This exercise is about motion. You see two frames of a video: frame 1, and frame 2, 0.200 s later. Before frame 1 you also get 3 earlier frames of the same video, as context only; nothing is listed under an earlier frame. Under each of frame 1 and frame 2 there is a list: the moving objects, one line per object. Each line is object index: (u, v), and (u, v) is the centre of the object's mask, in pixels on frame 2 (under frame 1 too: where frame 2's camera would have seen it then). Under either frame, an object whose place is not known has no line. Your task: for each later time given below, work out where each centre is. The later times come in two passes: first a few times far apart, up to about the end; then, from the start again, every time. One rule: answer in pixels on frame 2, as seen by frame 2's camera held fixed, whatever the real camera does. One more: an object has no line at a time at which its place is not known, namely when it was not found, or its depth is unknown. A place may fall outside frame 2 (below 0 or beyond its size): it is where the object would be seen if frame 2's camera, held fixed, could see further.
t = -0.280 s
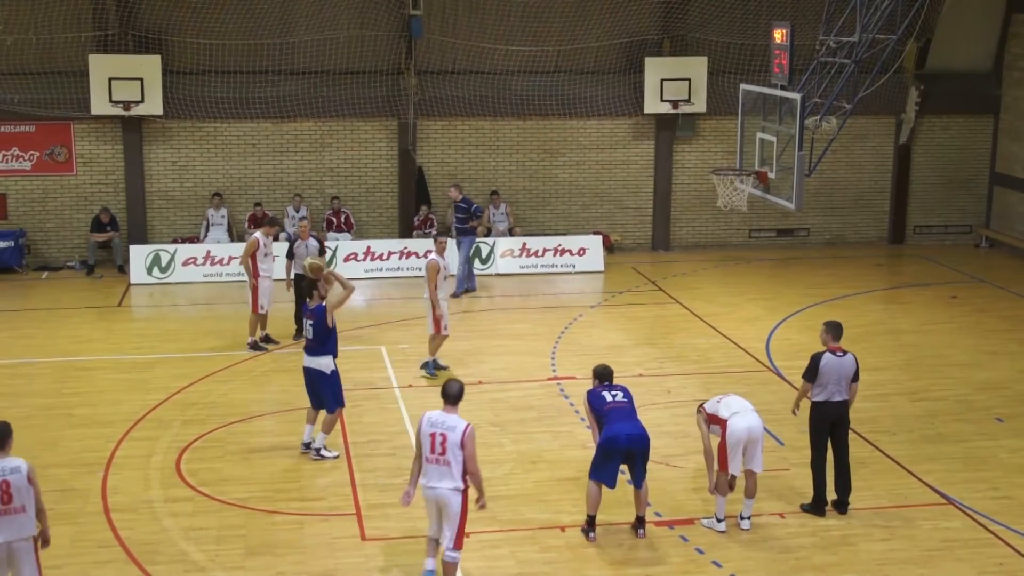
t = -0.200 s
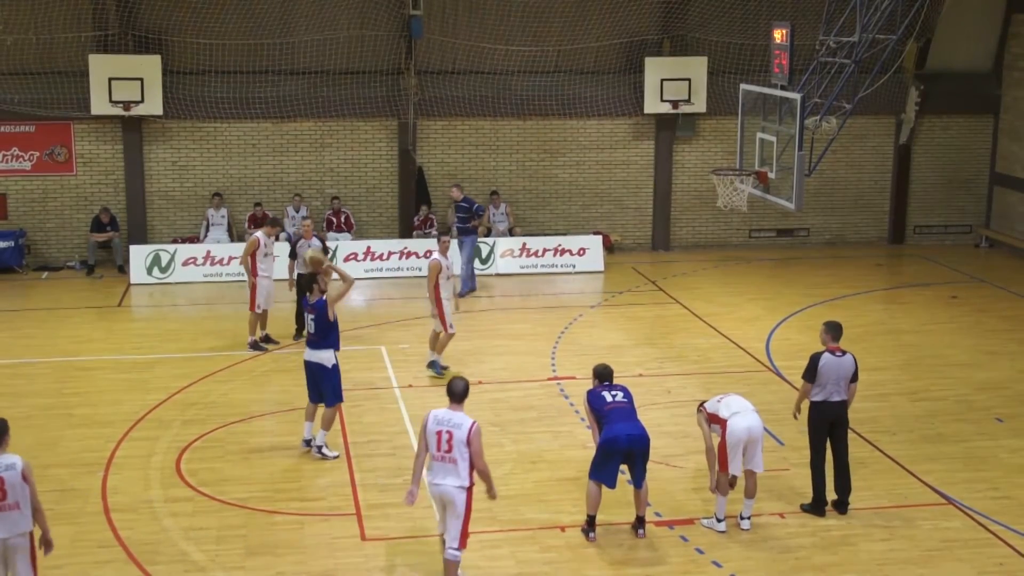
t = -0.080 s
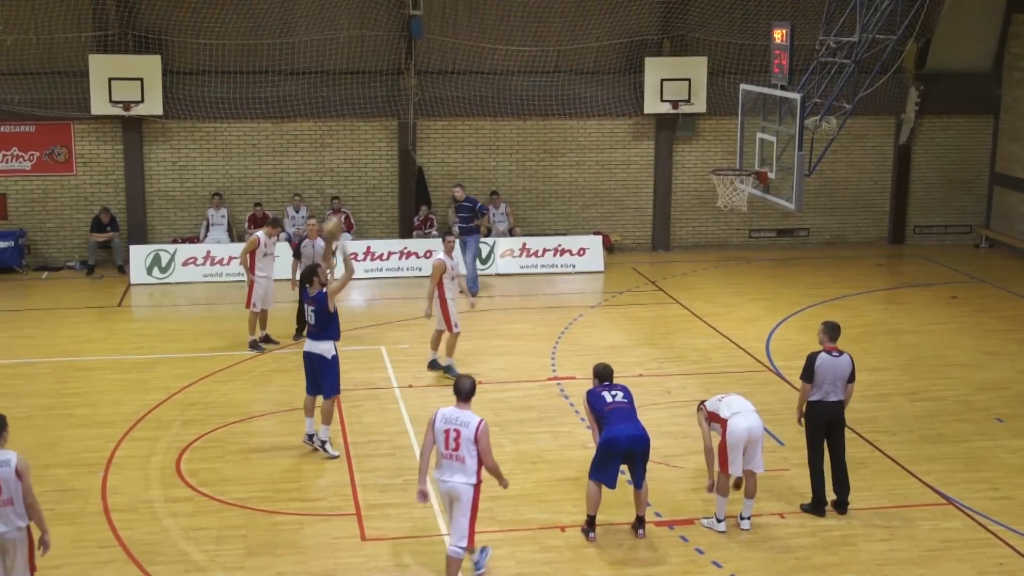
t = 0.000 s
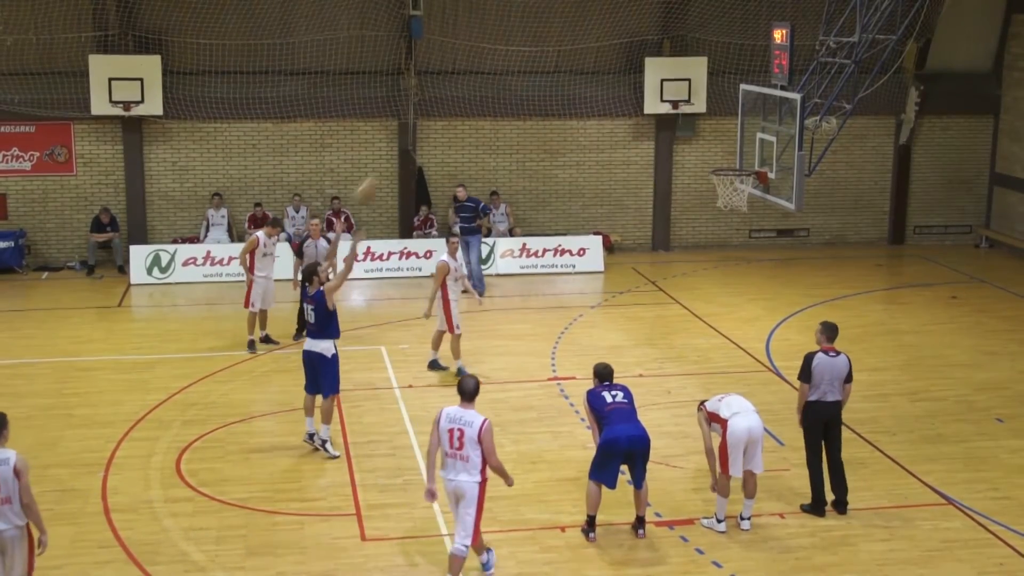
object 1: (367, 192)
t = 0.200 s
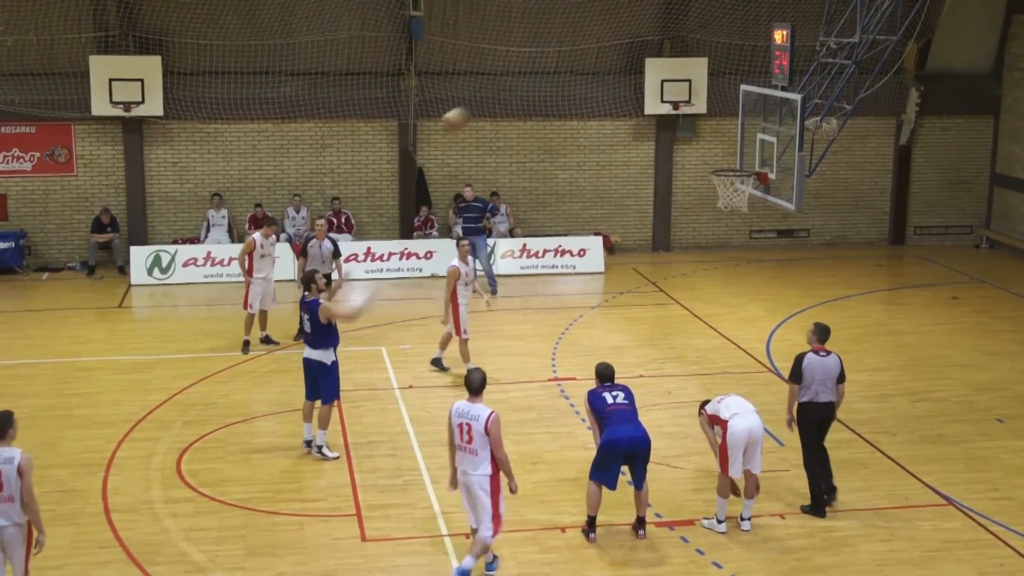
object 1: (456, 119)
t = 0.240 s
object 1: (472, 110)
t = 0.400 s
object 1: (541, 87)
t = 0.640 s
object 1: (638, 95)
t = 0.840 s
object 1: (718, 139)
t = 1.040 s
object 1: (700, 148)
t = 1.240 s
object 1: (622, 143)
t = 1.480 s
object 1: (527, 186)
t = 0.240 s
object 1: (472, 110)
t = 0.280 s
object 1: (489, 103)
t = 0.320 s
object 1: (506, 97)
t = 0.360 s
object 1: (524, 91)
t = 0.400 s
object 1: (541, 87)
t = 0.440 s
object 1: (558, 84)
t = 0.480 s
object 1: (575, 83)
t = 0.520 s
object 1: (591, 83)
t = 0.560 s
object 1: (607, 86)
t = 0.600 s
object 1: (624, 90)
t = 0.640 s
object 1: (638, 95)
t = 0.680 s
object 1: (655, 102)
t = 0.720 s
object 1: (673, 112)
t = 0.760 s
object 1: (687, 118)
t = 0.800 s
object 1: (702, 127)
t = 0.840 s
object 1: (718, 139)
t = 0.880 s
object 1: (734, 156)
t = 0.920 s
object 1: (745, 166)
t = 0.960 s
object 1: (733, 163)
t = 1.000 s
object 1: (719, 155)
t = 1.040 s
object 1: (700, 148)
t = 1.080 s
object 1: (683, 144)
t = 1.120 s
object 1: (668, 142)
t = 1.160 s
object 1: (654, 141)
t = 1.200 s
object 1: (637, 142)
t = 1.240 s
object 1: (622, 143)
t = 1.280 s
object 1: (605, 148)
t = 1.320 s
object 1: (588, 153)
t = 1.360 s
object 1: (573, 159)
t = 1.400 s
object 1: (558, 167)
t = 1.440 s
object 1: (543, 175)
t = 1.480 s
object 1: (527, 186)
